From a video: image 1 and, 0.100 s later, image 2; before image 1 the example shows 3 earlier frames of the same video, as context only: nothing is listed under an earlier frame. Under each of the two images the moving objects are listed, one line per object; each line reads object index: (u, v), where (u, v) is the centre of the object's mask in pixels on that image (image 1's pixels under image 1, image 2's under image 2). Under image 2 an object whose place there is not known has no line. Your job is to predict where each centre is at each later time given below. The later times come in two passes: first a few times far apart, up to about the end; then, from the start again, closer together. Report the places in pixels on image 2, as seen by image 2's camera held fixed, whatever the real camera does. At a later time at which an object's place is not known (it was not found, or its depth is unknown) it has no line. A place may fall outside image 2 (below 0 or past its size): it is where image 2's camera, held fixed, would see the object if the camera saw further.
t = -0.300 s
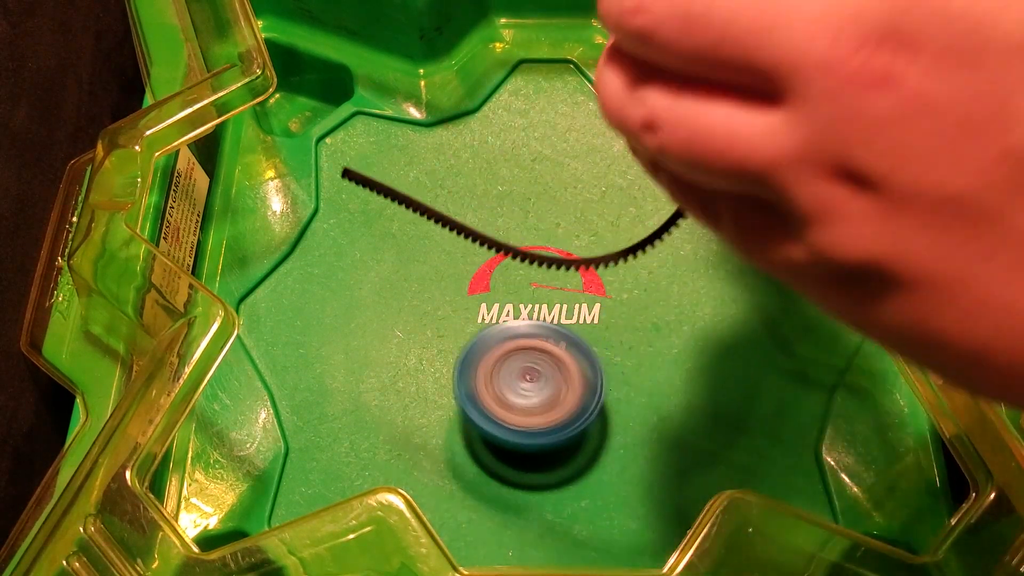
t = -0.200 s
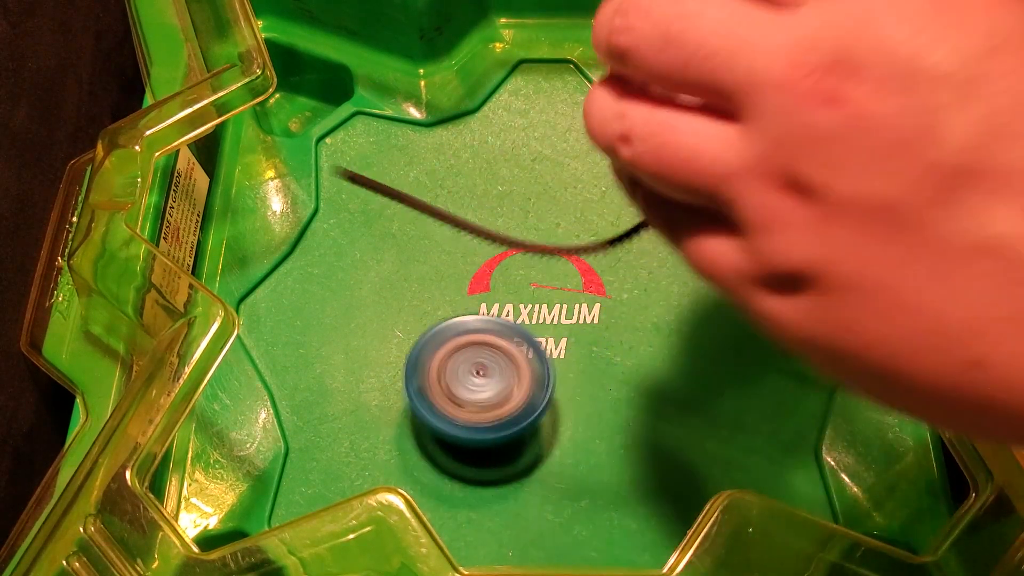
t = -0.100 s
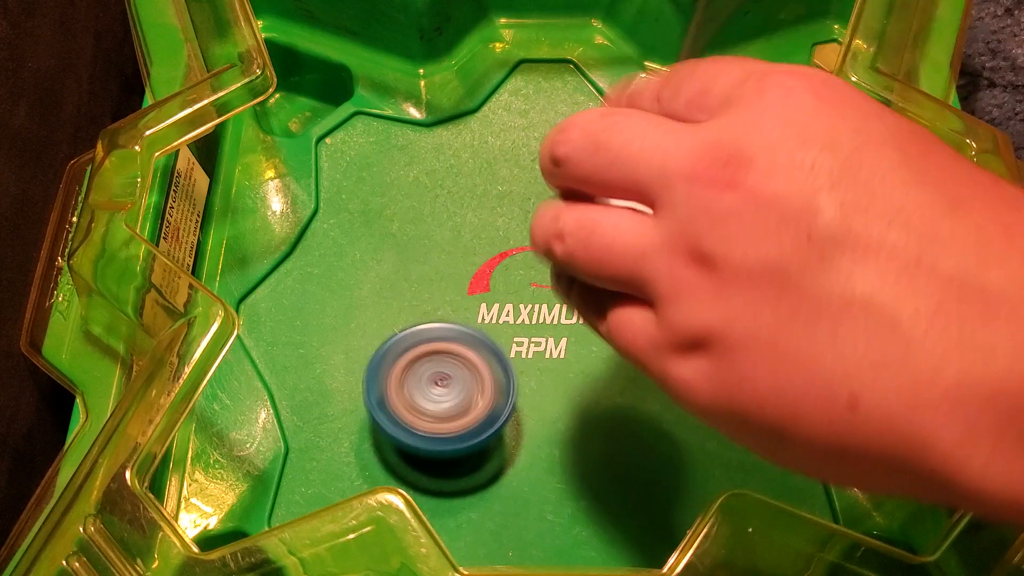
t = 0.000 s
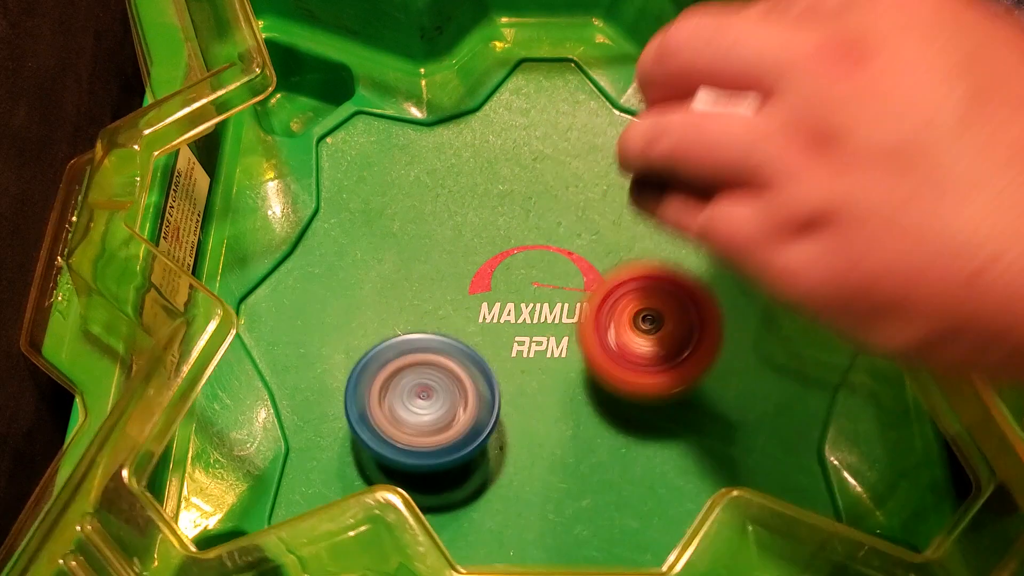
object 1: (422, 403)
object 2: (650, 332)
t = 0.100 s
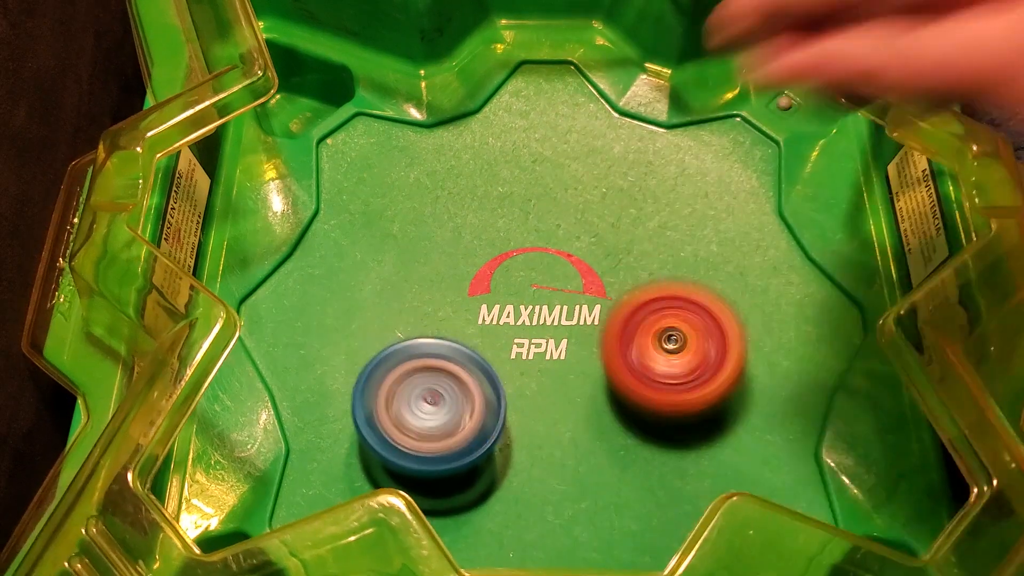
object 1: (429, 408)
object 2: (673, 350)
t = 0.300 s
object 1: (445, 375)
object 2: (759, 277)
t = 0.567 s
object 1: (265, 349)
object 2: (618, 297)
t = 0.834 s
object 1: (438, 409)
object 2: (670, 209)
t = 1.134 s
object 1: (461, 509)
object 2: (548, 188)
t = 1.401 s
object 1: (637, 454)
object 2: (596, 298)
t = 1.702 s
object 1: (770, 445)
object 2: (596, 153)
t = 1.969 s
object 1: (708, 351)
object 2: (535, 382)
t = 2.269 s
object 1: (673, 231)
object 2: (691, 462)
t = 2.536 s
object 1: (573, 185)
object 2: (533, 385)
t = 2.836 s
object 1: (506, 206)
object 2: (504, 507)
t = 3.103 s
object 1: (518, 59)
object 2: (560, 452)
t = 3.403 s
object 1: (810, 234)
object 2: (659, 467)
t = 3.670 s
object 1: (629, 236)
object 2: (492, 421)
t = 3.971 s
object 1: (576, 349)
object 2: (460, 447)
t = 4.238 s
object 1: (672, 343)
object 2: (354, 407)
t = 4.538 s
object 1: (578, 343)
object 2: (438, 285)
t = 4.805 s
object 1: (512, 321)
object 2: (405, 170)
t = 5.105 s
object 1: (514, 401)
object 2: (461, 124)
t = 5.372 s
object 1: (560, 347)
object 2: (526, 162)
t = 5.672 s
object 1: (549, 403)
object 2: (722, 214)
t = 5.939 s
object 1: (562, 414)
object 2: (763, 248)
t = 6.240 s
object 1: (510, 384)
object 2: (687, 405)
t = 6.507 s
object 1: (491, 332)
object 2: (655, 462)
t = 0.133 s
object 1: (433, 405)
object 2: (689, 353)
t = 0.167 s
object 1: (436, 401)
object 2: (711, 352)
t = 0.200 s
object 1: (438, 395)
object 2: (735, 348)
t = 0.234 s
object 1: (440, 390)
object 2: (756, 331)
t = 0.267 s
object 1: (443, 383)
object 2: (766, 305)
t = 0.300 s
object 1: (445, 375)
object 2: (759, 277)
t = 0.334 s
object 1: (447, 367)
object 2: (735, 252)
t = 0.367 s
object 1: (448, 358)
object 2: (696, 237)
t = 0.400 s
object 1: (448, 348)
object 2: (651, 235)
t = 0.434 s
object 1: (448, 339)
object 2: (604, 245)
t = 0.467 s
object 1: (425, 335)
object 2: (574, 263)
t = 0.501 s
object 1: (345, 346)
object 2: (584, 272)
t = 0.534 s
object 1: (287, 354)
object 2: (597, 283)
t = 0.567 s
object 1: (265, 349)
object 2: (618, 297)
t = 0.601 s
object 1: (262, 361)
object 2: (646, 308)
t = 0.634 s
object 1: (275, 379)
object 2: (673, 307)
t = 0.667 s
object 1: (292, 390)
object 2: (697, 297)
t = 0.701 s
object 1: (318, 407)
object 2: (715, 282)
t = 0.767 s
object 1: (375, 416)
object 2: (718, 240)
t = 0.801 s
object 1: (407, 415)
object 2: (700, 221)
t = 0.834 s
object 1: (438, 409)
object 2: (670, 209)
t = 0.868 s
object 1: (466, 397)
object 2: (632, 210)
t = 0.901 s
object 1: (489, 384)
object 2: (597, 222)
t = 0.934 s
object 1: (508, 368)
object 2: (568, 242)
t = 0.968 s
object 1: (482, 415)
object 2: (567, 236)
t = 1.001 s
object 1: (457, 458)
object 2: (570, 225)
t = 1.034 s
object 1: (446, 483)
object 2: (572, 214)
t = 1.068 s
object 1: (443, 500)
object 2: (570, 202)
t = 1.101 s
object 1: (450, 506)
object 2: (561, 193)
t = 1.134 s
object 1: (461, 509)
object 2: (548, 188)
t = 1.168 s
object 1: (477, 508)
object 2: (533, 192)
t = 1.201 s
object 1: (494, 506)
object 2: (520, 204)
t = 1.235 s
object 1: (515, 502)
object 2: (514, 224)
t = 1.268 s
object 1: (545, 494)
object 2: (515, 246)
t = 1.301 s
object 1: (572, 480)
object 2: (524, 272)
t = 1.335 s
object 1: (597, 458)
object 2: (544, 293)
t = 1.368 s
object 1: (617, 436)
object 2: (567, 306)
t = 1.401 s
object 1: (637, 454)
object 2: (596, 298)
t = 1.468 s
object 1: (664, 493)
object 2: (654, 275)
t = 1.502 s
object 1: (678, 496)
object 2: (676, 255)
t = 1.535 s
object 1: (694, 494)
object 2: (689, 228)
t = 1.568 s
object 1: (714, 486)
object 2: (690, 202)
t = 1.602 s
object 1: (731, 477)
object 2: (680, 177)
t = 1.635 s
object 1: (749, 467)
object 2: (659, 160)
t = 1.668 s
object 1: (763, 456)
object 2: (631, 151)
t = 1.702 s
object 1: (770, 445)
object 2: (596, 153)
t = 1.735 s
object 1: (771, 432)
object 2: (564, 165)
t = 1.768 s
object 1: (764, 417)
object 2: (537, 189)
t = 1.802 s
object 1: (754, 403)
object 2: (518, 218)
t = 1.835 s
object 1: (741, 389)
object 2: (510, 249)
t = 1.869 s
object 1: (725, 377)
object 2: (509, 284)
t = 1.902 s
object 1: (709, 364)
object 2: (518, 322)
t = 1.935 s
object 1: (693, 354)
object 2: (535, 355)
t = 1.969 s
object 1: (708, 351)
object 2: (535, 382)
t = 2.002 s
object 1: (724, 350)
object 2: (537, 406)
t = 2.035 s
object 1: (727, 346)
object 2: (547, 433)
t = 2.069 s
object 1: (721, 346)
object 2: (565, 453)
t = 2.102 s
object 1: (712, 343)
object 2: (590, 470)
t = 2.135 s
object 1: (699, 340)
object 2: (624, 477)
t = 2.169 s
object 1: (688, 332)
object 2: (652, 469)
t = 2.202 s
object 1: (688, 293)
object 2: (666, 472)
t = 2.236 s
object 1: (683, 258)
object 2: (680, 470)
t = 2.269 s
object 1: (673, 231)
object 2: (691, 462)
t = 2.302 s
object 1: (663, 213)
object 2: (697, 452)
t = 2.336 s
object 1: (649, 201)
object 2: (695, 441)
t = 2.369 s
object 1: (635, 196)
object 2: (685, 425)
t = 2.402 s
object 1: (621, 192)
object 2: (665, 408)
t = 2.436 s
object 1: (607, 189)
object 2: (636, 393)
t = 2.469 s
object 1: (595, 187)
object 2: (604, 385)
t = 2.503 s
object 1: (583, 187)
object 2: (568, 383)
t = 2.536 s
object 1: (573, 185)
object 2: (533, 385)
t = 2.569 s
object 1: (563, 185)
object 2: (501, 393)
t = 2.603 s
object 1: (555, 186)
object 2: (473, 407)
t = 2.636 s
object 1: (546, 188)
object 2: (451, 425)
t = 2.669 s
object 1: (539, 190)
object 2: (437, 444)
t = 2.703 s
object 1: (531, 192)
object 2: (436, 462)
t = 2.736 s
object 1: (525, 196)
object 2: (446, 481)
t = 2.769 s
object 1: (518, 198)
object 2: (450, 506)
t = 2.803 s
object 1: (512, 203)
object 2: (482, 505)
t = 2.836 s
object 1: (506, 206)
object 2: (504, 507)
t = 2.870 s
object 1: (501, 212)
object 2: (527, 497)
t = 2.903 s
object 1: (497, 217)
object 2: (546, 474)
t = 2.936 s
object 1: (494, 222)
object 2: (557, 441)
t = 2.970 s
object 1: (491, 229)
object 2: (559, 410)
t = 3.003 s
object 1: (485, 190)
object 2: (543, 378)
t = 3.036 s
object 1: (469, 93)
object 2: (542, 402)
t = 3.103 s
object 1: (518, 59)
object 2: (560, 452)
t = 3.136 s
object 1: (556, 76)
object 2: (577, 470)
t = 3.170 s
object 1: (601, 123)
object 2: (602, 484)
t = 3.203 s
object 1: (643, 192)
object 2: (627, 487)
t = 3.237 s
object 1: (676, 267)
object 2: (650, 476)
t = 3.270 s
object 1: (704, 328)
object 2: (670, 461)
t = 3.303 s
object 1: (743, 305)
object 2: (669, 466)
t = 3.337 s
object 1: (775, 279)
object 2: (667, 471)
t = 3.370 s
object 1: (801, 257)
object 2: (665, 471)
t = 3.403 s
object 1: (810, 234)
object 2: (659, 467)
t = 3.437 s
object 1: (803, 224)
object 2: (652, 461)
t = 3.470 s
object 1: (784, 226)
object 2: (641, 453)
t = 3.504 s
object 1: (756, 223)
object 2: (621, 441)
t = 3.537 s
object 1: (729, 222)
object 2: (598, 432)
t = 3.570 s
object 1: (701, 225)
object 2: (571, 424)
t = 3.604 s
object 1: (673, 228)
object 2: (546, 421)
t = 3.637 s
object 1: (648, 232)
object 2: (518, 420)
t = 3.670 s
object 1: (629, 236)
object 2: (492, 421)
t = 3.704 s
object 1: (612, 245)
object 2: (467, 424)
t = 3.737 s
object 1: (600, 253)
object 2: (447, 431)
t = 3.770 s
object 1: (592, 263)
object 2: (431, 438)
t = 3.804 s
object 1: (587, 275)
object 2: (421, 445)
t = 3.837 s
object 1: (585, 289)
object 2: (422, 452)
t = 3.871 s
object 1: (583, 306)
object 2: (429, 457)
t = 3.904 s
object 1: (580, 322)
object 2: (438, 457)
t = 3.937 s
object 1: (578, 336)
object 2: (449, 455)
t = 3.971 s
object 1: (576, 349)
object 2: (460, 447)
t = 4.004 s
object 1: (591, 353)
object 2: (457, 436)
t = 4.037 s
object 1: (622, 347)
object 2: (439, 427)
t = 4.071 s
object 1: (653, 341)
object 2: (421, 420)
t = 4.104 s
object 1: (674, 337)
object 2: (402, 414)
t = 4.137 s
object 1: (684, 336)
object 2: (384, 410)
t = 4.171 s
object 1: (685, 338)
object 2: (368, 408)
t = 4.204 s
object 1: (680, 340)
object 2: (357, 407)
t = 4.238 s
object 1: (672, 343)
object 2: (354, 407)
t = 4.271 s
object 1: (662, 346)
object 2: (354, 405)
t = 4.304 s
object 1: (651, 347)
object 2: (359, 400)
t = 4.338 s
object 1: (640, 348)
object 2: (369, 395)
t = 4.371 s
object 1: (629, 347)
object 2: (382, 386)
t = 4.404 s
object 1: (619, 347)
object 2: (396, 371)
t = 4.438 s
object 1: (608, 347)
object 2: (411, 352)
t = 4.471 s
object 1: (598, 346)
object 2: (422, 331)
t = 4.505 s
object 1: (587, 345)
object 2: (432, 307)
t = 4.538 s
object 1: (578, 343)
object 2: (438, 285)
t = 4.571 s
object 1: (569, 341)
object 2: (440, 262)
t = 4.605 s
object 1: (560, 340)
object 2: (441, 241)
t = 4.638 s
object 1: (551, 337)
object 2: (438, 221)
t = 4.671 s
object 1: (542, 334)
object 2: (433, 202)
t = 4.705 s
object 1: (534, 331)
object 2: (426, 187)
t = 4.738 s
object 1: (526, 328)
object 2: (418, 175)
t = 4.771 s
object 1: (519, 325)
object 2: (409, 169)
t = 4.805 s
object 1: (512, 321)
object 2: (405, 170)
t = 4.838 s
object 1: (506, 318)
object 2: (404, 174)
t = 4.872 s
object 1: (500, 313)
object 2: (407, 182)
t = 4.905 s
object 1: (495, 308)
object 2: (416, 191)
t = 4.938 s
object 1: (496, 327)
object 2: (429, 187)
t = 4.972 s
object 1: (503, 357)
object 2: (439, 178)
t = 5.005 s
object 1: (506, 376)
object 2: (446, 167)
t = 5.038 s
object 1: (509, 390)
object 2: (452, 154)
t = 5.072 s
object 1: (512, 400)
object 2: (457, 139)
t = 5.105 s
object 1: (514, 401)
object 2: (461, 124)
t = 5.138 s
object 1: (518, 398)
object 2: (464, 112)
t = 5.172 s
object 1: (522, 393)
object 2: (466, 105)
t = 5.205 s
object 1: (527, 385)
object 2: (469, 105)
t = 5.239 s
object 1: (533, 377)
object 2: (473, 111)
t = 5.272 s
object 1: (540, 369)
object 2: (481, 120)
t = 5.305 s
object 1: (546, 361)
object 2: (491, 133)
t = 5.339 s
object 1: (554, 354)
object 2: (507, 149)
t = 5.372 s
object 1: (560, 347)
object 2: (526, 162)
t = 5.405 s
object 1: (566, 341)
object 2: (546, 175)
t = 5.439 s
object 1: (571, 336)
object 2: (566, 187)
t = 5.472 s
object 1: (577, 331)
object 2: (587, 197)
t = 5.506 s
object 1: (574, 338)
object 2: (611, 203)
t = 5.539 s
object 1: (566, 361)
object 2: (635, 206)
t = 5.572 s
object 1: (558, 377)
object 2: (658, 206)
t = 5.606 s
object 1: (554, 393)
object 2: (679, 208)
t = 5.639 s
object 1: (551, 400)
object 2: (700, 211)
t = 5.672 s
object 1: (549, 403)
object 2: (722, 214)
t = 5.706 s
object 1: (551, 406)
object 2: (742, 214)
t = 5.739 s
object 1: (552, 408)
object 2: (760, 214)
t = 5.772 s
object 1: (555, 411)
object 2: (775, 217)
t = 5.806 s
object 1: (558, 413)
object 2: (787, 217)
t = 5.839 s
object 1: (560, 415)
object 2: (782, 221)
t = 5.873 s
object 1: (562, 415)
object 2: (777, 229)
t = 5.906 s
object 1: (562, 415)
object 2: (771, 238)
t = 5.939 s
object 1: (562, 414)
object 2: (763, 248)
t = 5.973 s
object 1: (561, 413)
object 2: (753, 261)
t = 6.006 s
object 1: (560, 412)
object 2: (740, 278)
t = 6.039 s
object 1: (558, 410)
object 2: (727, 297)
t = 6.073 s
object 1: (557, 407)
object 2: (716, 314)
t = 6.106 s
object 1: (555, 403)
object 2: (703, 332)
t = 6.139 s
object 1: (552, 398)
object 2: (693, 352)
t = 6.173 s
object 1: (533, 395)
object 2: (691, 368)
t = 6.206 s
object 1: (518, 389)
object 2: (689, 385)
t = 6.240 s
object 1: (510, 384)
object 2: (687, 405)
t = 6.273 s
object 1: (504, 378)
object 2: (686, 420)
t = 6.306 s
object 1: (501, 372)
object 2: (684, 435)
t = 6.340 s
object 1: (499, 365)
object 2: (680, 446)
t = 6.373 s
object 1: (496, 359)
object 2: (677, 455)
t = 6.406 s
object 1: (494, 352)
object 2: (674, 460)
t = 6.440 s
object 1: (492, 346)
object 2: (669, 464)
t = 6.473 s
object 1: (491, 338)
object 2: (663, 465)
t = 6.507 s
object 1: (491, 332)
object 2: (655, 462)
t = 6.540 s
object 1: (493, 324)
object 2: (643, 459)
